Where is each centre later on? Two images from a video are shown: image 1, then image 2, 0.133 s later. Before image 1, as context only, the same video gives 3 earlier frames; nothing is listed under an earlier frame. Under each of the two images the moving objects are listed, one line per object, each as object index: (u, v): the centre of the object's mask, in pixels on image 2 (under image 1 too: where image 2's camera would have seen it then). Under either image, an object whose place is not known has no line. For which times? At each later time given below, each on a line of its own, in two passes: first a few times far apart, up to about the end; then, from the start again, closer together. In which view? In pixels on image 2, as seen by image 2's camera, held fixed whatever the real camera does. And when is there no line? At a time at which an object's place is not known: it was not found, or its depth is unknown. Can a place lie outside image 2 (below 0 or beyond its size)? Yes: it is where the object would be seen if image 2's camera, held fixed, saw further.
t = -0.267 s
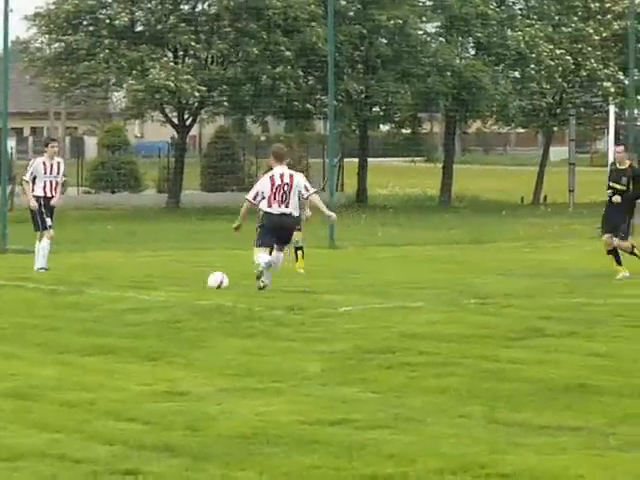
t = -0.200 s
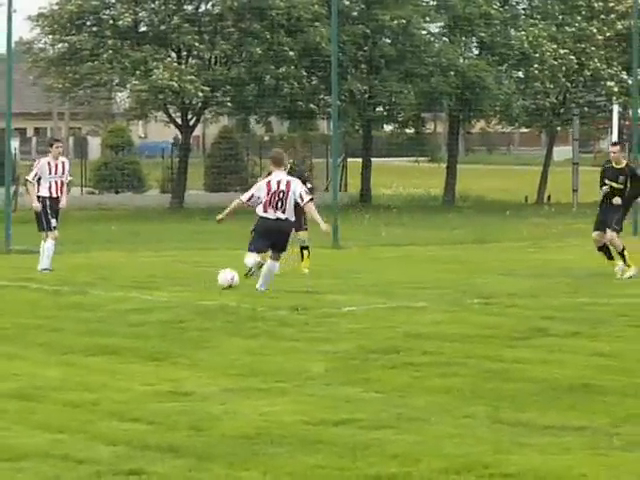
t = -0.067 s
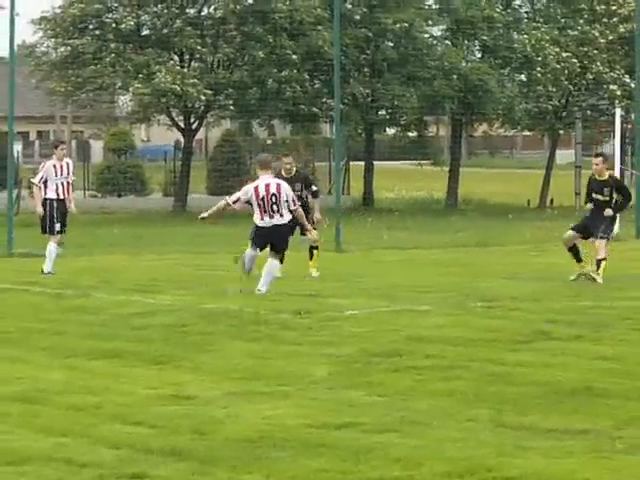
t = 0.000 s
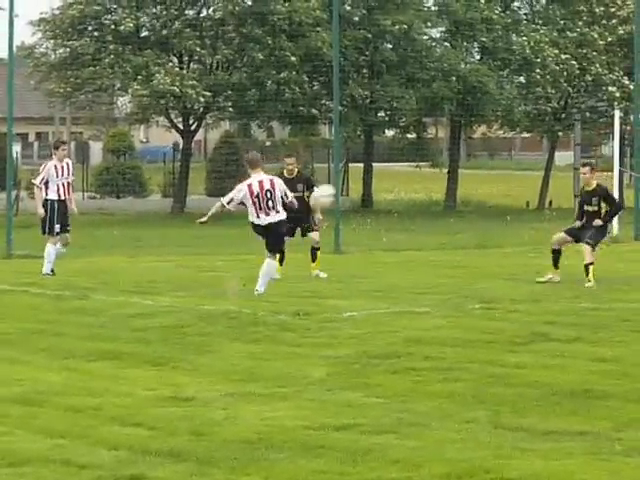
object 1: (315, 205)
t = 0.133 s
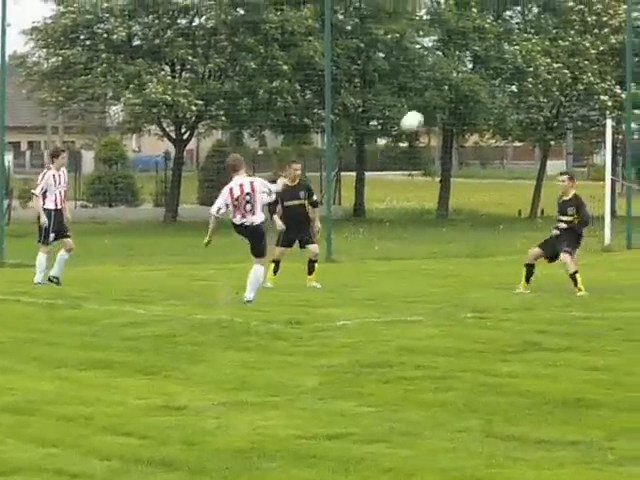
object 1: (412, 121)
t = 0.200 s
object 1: (458, 87)
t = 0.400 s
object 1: (590, 17)
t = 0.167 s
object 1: (435, 104)
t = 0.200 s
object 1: (458, 87)
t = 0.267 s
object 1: (503, 61)
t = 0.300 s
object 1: (524, 48)
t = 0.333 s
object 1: (546, 38)
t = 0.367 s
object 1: (568, 28)
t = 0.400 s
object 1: (590, 17)
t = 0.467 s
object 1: (625, 3)
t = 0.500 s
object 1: (645, -3)
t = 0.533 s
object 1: (665, -7)
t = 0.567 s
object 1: (683, -10)
